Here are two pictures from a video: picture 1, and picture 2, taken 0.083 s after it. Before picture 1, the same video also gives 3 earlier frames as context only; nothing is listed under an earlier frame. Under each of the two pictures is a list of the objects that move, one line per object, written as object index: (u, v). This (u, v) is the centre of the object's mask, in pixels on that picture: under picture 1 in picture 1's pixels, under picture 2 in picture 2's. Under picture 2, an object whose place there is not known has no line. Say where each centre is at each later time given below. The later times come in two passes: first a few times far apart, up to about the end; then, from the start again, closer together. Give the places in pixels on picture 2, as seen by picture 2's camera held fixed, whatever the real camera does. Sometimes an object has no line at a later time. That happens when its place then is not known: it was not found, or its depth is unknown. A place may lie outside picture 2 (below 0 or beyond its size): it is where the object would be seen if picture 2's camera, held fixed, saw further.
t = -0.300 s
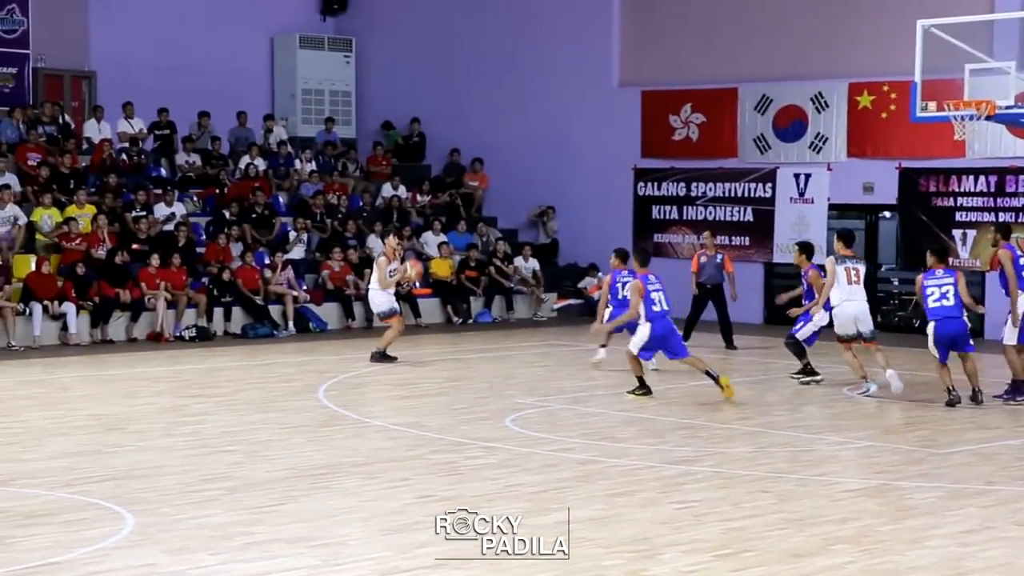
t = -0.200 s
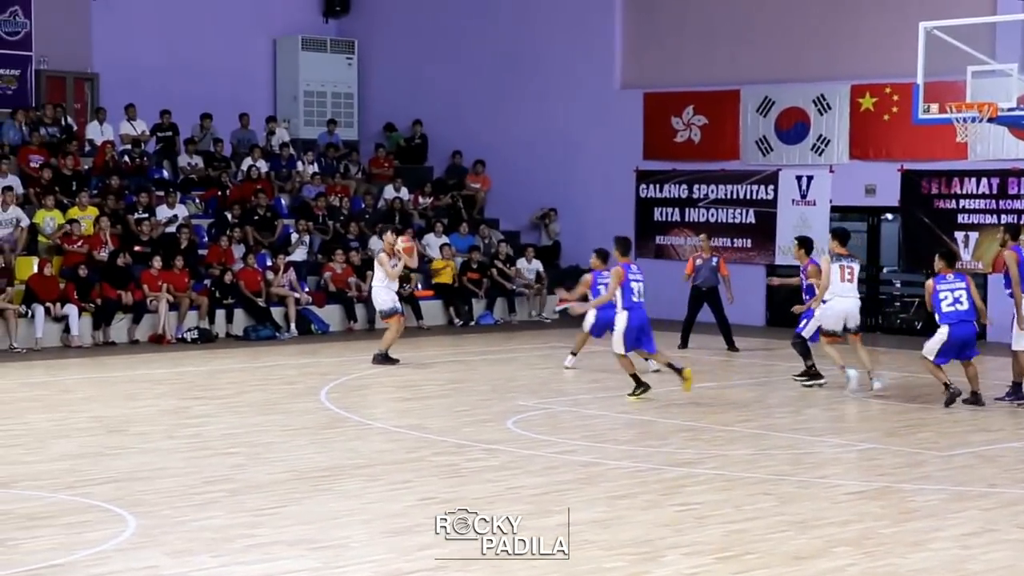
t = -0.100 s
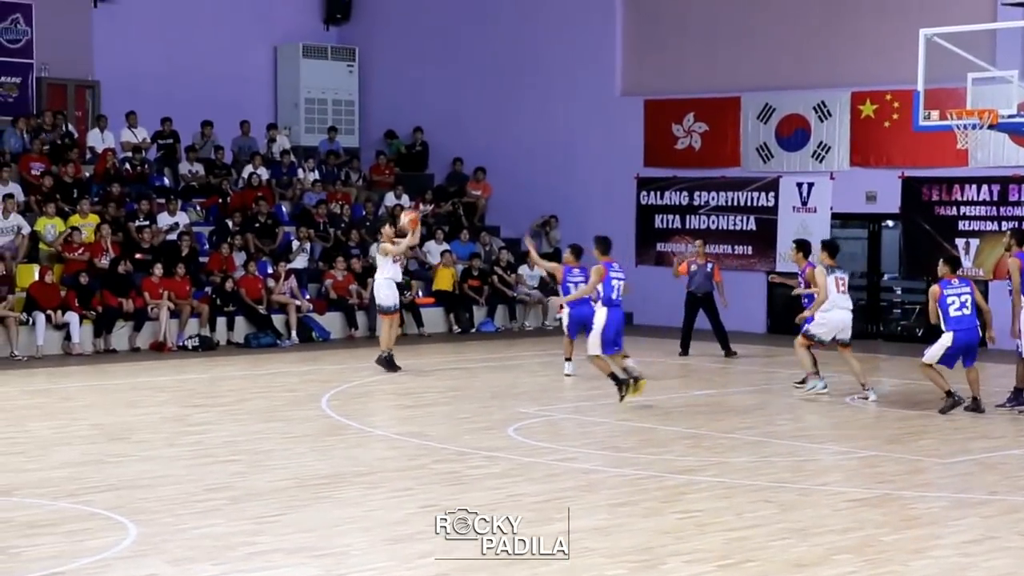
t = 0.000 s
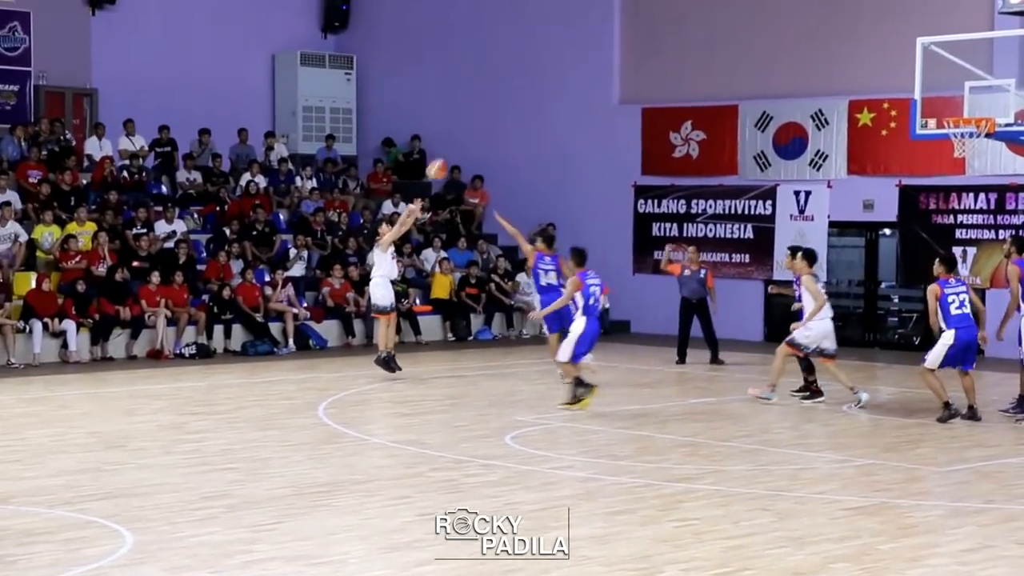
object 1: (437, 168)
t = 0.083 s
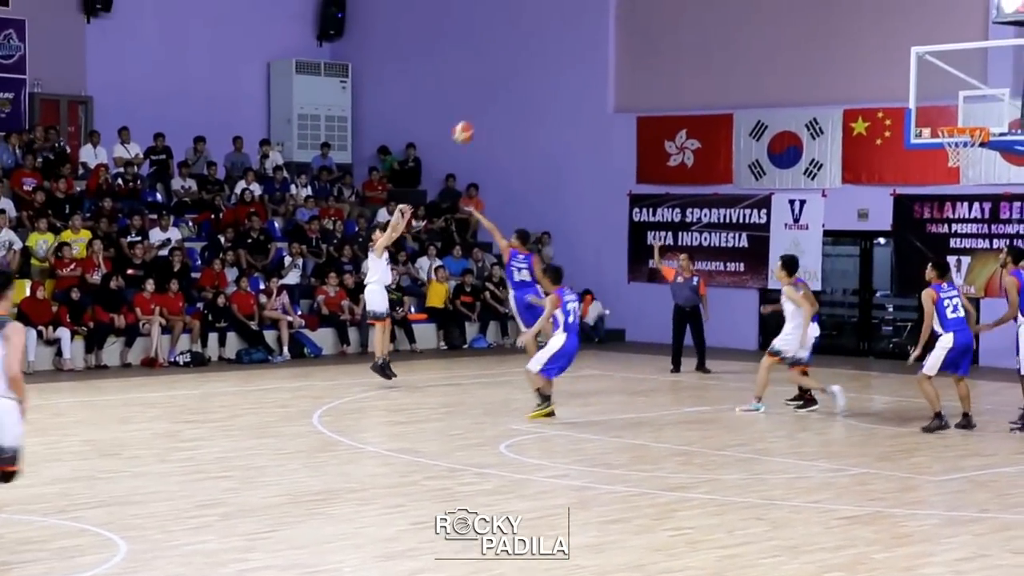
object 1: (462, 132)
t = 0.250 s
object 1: (524, 56)
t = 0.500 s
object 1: (620, -16)
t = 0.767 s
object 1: (724, -37)
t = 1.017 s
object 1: (826, -11)
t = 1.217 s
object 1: (909, 58)
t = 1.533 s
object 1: (998, 166)
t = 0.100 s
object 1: (468, 123)
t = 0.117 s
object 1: (475, 115)
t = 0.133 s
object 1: (480, 107)
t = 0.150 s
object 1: (487, 99)
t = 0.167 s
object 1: (493, 91)
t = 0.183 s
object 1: (499, 84)
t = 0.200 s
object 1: (505, 76)
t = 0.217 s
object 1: (512, 69)
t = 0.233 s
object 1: (518, 62)
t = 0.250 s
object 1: (524, 56)
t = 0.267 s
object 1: (530, 49)
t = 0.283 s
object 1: (536, 42)
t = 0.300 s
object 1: (543, 37)
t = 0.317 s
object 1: (549, 31)
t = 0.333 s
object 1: (555, 25)
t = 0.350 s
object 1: (561, 20)
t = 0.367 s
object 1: (568, 15)
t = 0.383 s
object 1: (574, 10)
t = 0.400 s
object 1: (580, 5)
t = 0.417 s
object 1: (587, 0)
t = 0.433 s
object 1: (594, -4)
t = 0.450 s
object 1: (600, -9)
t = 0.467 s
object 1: (606, -12)
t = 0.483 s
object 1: (613, -14)
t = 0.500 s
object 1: (620, -16)
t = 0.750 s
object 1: (718, -37)
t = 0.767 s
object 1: (724, -37)
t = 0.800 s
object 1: (737, -39)
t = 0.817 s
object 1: (744, -39)
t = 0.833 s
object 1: (751, -38)
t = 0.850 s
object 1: (758, -38)
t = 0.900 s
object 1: (778, -35)
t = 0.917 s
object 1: (785, -31)
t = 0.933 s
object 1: (791, -29)
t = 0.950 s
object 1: (798, -26)
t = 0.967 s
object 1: (805, -22)
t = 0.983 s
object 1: (811, -19)
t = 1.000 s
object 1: (818, -15)
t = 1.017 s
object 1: (826, -11)
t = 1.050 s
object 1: (839, -2)
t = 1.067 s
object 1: (846, 3)
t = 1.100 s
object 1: (860, 13)
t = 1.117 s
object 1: (867, 19)
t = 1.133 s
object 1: (873, 25)
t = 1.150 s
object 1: (880, 31)
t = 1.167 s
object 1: (887, 37)
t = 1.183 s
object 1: (894, 43)
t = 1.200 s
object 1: (901, 50)
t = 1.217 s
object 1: (909, 58)
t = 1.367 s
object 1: (980, 139)
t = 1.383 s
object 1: (980, 143)
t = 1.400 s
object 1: (982, 146)
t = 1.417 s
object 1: (985, 149)
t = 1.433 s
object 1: (986, 148)
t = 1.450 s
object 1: (989, 150)
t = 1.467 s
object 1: (991, 156)
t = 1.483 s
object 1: (992, 158)
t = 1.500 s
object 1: (993, 160)
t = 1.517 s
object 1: (996, 163)
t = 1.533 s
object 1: (998, 166)
